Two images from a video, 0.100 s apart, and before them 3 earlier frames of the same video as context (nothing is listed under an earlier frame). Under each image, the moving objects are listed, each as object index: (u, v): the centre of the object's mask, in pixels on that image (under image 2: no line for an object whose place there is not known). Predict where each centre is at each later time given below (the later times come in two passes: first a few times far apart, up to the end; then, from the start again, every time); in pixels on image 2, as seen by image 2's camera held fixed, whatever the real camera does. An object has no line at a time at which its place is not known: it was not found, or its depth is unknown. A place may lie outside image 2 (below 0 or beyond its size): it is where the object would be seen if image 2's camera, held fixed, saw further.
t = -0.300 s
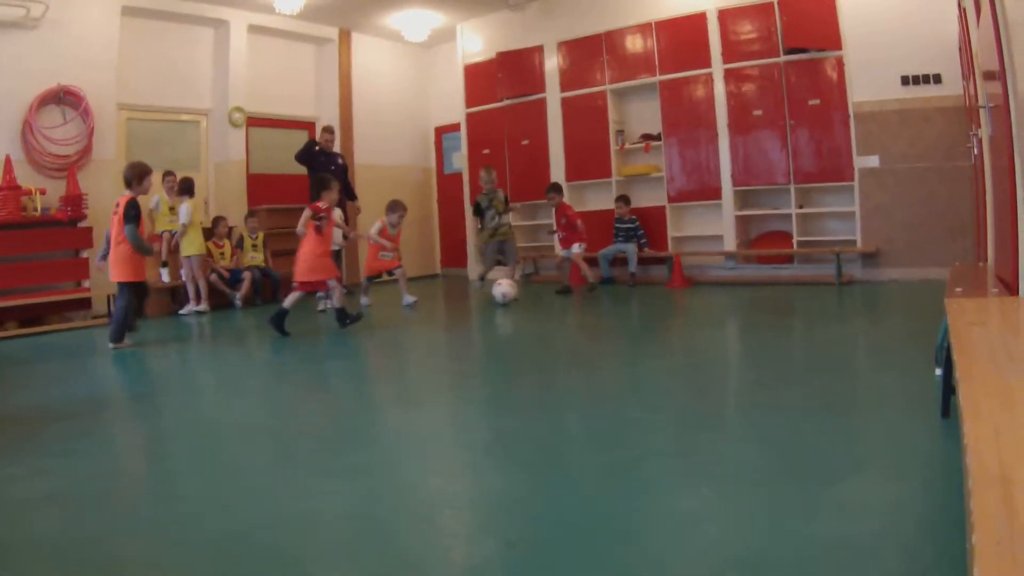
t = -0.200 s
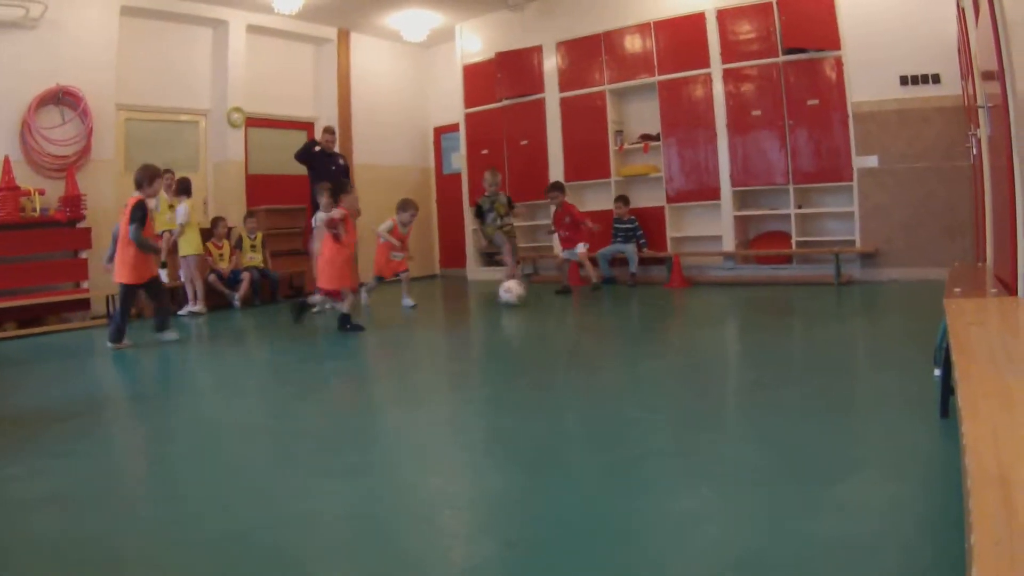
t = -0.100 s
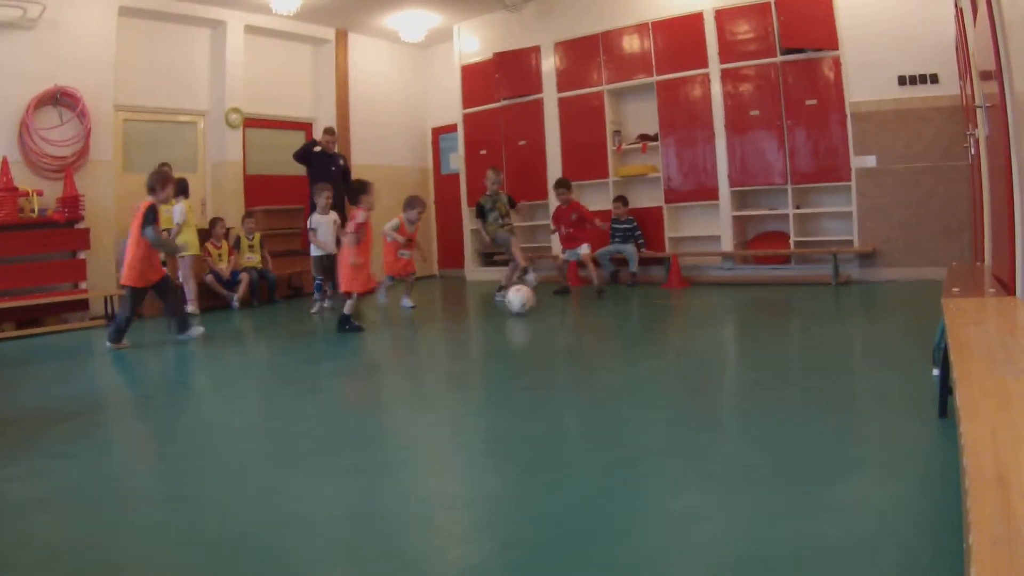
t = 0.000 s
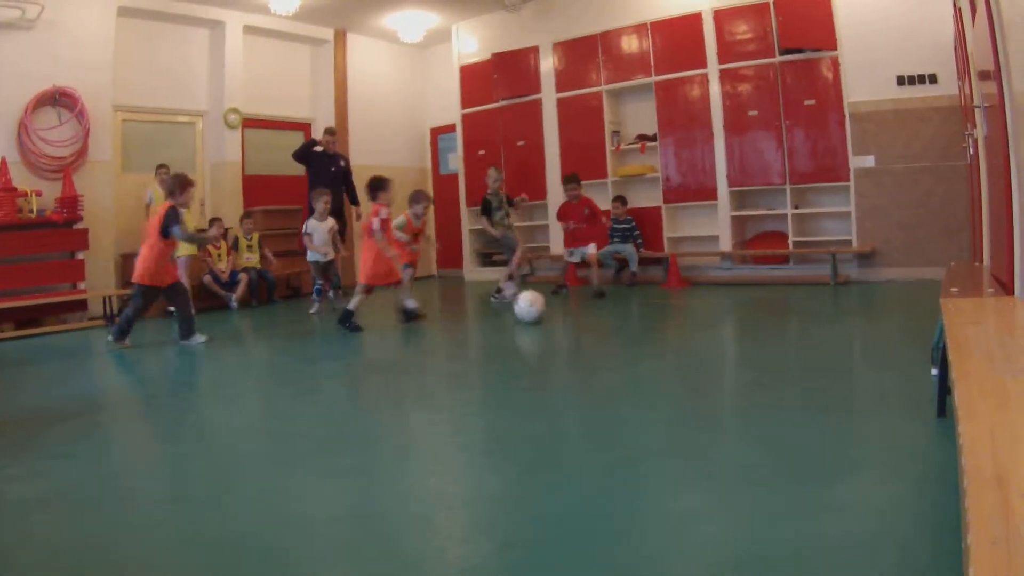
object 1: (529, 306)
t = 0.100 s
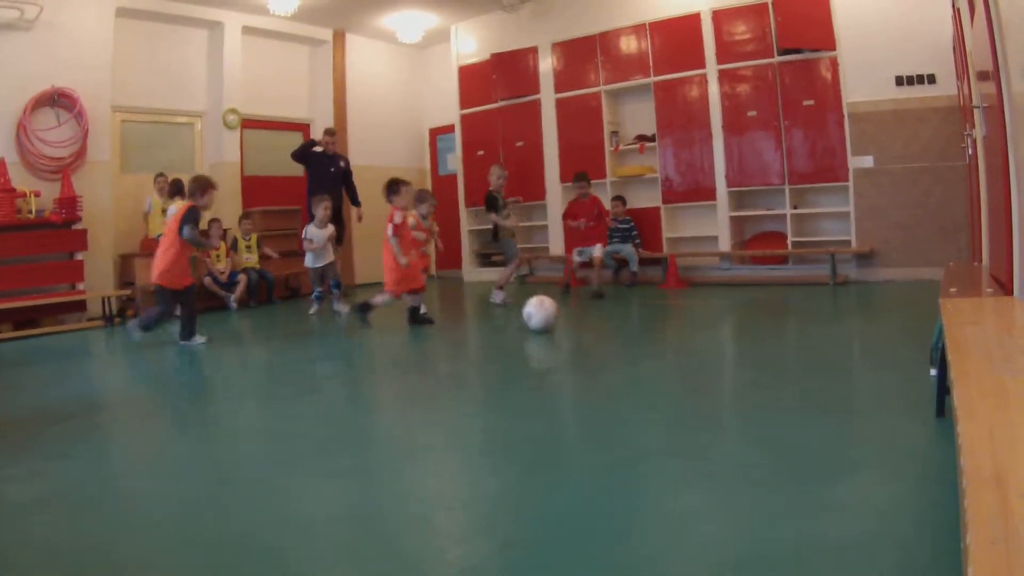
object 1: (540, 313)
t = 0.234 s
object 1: (560, 322)
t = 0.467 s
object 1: (605, 341)
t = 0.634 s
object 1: (647, 361)
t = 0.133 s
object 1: (545, 316)
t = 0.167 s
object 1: (549, 317)
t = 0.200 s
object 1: (554, 319)
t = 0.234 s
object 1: (560, 322)
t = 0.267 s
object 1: (565, 324)
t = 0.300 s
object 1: (570, 326)
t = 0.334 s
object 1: (576, 329)
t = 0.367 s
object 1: (583, 332)
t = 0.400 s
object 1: (590, 335)
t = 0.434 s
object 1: (597, 338)
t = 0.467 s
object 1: (605, 341)
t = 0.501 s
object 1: (612, 345)
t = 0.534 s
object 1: (620, 349)
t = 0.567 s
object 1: (629, 352)
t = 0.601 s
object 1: (637, 356)
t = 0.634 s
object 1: (647, 361)
